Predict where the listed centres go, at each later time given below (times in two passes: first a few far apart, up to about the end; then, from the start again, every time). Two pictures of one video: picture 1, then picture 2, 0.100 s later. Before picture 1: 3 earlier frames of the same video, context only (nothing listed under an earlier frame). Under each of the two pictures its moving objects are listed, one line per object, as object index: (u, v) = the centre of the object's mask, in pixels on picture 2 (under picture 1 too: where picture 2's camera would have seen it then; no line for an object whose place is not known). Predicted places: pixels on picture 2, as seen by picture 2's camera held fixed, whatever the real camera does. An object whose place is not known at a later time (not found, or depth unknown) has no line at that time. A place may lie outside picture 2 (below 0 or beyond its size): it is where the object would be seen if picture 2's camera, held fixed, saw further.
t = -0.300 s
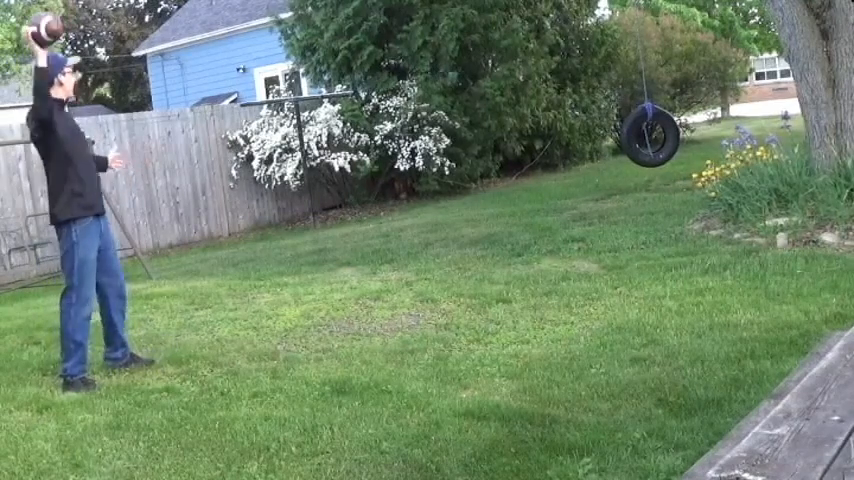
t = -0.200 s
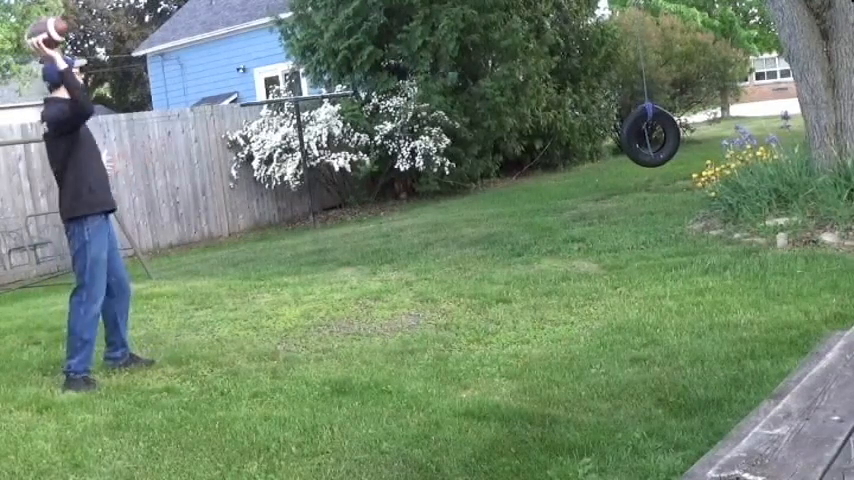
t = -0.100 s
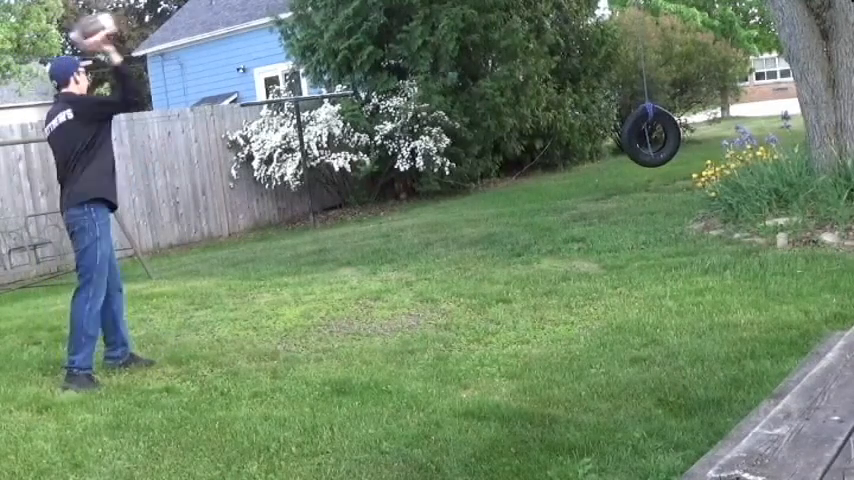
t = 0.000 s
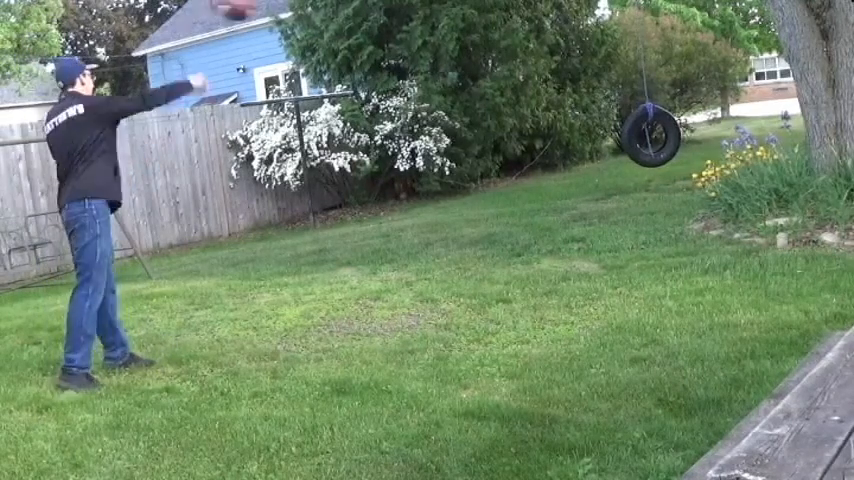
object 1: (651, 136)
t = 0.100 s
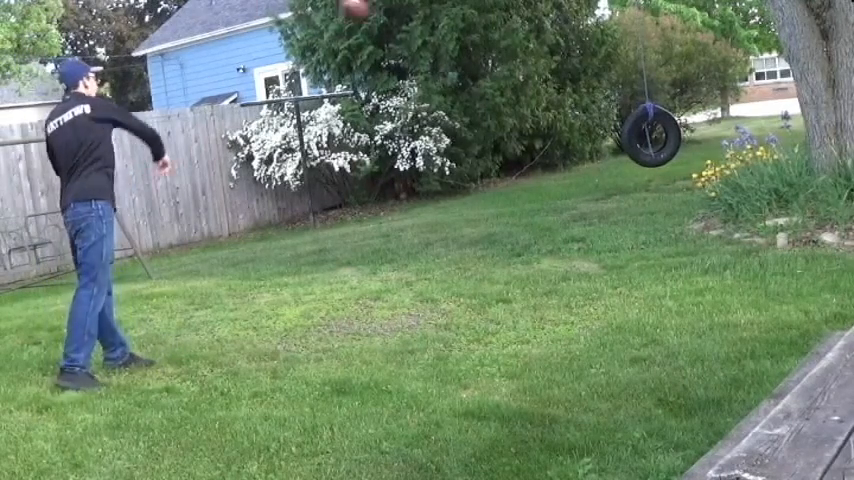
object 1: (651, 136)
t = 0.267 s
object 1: (651, 136)
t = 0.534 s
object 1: (652, 136)
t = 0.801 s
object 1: (657, 135)
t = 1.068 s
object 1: (661, 134)
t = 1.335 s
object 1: (663, 134)
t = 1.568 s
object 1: (665, 134)
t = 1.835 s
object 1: (665, 133)
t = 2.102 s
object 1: (663, 134)
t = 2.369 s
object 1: (659, 135)
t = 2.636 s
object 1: (655, 136)
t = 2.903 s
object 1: (650, 136)
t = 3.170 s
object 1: (645, 136)
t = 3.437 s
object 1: (641, 137)
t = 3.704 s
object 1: (637, 137)
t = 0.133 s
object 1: (651, 136)
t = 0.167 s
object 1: (651, 136)
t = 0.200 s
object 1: (651, 136)
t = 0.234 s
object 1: (651, 136)
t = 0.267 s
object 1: (651, 136)
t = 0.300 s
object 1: (651, 136)
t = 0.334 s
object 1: (651, 136)
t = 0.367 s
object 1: (651, 136)
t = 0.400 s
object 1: (652, 136)
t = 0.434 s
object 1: (652, 136)
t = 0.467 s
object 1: (652, 136)
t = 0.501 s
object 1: (652, 136)
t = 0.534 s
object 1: (652, 136)
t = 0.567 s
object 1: (652, 136)
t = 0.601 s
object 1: (653, 136)
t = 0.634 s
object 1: (653, 135)
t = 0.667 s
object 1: (654, 135)
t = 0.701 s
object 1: (654, 135)
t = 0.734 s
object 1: (656, 135)
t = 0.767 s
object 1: (656, 135)
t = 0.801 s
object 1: (657, 135)
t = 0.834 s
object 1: (657, 135)
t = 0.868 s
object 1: (658, 135)
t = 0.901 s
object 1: (658, 135)
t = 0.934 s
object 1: (659, 135)
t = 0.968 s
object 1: (659, 135)
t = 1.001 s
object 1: (660, 135)
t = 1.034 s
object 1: (660, 134)
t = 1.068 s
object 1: (661, 134)
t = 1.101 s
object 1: (661, 134)
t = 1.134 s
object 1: (661, 134)
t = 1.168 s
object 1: (662, 134)
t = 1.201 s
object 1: (662, 134)
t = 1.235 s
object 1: (663, 134)
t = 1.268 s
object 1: (663, 134)
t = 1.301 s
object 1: (663, 134)
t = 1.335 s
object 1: (663, 134)
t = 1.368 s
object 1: (664, 134)
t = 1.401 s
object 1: (665, 134)
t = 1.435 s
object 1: (665, 134)
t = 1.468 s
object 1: (665, 134)
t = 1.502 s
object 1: (665, 134)
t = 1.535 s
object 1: (665, 134)
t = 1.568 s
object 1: (665, 134)
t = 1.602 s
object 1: (665, 134)
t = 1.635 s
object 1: (665, 134)
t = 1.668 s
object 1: (665, 134)
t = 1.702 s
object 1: (665, 133)
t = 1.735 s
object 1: (665, 134)
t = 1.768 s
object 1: (665, 134)
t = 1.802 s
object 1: (665, 133)
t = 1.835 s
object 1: (665, 133)
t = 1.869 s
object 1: (665, 133)
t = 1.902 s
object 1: (664, 134)
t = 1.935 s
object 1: (664, 134)
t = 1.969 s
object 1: (664, 134)
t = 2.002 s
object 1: (664, 134)
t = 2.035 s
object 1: (663, 134)
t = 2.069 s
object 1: (663, 134)
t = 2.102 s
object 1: (663, 134)
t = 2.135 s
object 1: (662, 134)
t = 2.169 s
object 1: (662, 134)
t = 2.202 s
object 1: (662, 134)
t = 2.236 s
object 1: (661, 134)
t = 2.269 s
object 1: (661, 135)
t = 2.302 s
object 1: (660, 135)
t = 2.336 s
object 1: (660, 135)
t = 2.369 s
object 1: (659, 135)
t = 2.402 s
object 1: (659, 135)
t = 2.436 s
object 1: (658, 135)
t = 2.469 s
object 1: (658, 135)
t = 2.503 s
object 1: (657, 135)
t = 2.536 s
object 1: (657, 135)
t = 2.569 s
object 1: (656, 135)
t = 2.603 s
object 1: (655, 135)
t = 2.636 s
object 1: (655, 136)
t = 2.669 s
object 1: (654, 136)
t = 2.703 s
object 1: (654, 136)
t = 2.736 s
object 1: (653, 136)
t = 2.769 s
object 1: (653, 136)
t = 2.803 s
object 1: (652, 136)
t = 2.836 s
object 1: (651, 136)
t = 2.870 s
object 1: (651, 136)
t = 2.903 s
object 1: (650, 136)
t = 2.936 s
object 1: (650, 136)
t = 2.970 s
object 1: (649, 136)
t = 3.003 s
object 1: (648, 136)
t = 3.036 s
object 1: (647, 136)
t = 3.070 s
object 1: (647, 136)
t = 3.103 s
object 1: (646, 136)
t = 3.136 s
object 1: (646, 136)
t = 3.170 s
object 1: (645, 136)
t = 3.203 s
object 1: (644, 136)
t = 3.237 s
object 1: (644, 137)
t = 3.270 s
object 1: (643, 137)
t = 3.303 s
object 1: (643, 137)
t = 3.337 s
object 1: (643, 137)
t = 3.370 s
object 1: (642, 137)
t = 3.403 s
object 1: (641, 137)
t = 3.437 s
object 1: (641, 137)
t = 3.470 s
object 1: (640, 137)
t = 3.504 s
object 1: (640, 137)
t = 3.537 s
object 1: (639, 137)
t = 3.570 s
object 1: (639, 137)
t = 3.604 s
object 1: (638, 137)
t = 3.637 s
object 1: (638, 137)
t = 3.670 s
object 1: (637, 137)
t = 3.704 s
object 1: (637, 137)
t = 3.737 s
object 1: (637, 137)
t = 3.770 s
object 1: (636, 137)
